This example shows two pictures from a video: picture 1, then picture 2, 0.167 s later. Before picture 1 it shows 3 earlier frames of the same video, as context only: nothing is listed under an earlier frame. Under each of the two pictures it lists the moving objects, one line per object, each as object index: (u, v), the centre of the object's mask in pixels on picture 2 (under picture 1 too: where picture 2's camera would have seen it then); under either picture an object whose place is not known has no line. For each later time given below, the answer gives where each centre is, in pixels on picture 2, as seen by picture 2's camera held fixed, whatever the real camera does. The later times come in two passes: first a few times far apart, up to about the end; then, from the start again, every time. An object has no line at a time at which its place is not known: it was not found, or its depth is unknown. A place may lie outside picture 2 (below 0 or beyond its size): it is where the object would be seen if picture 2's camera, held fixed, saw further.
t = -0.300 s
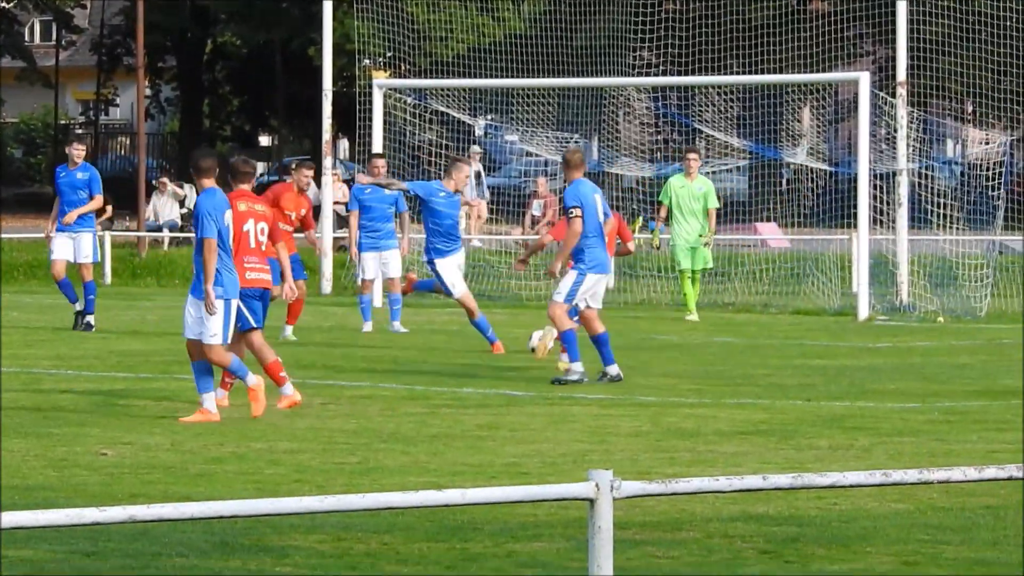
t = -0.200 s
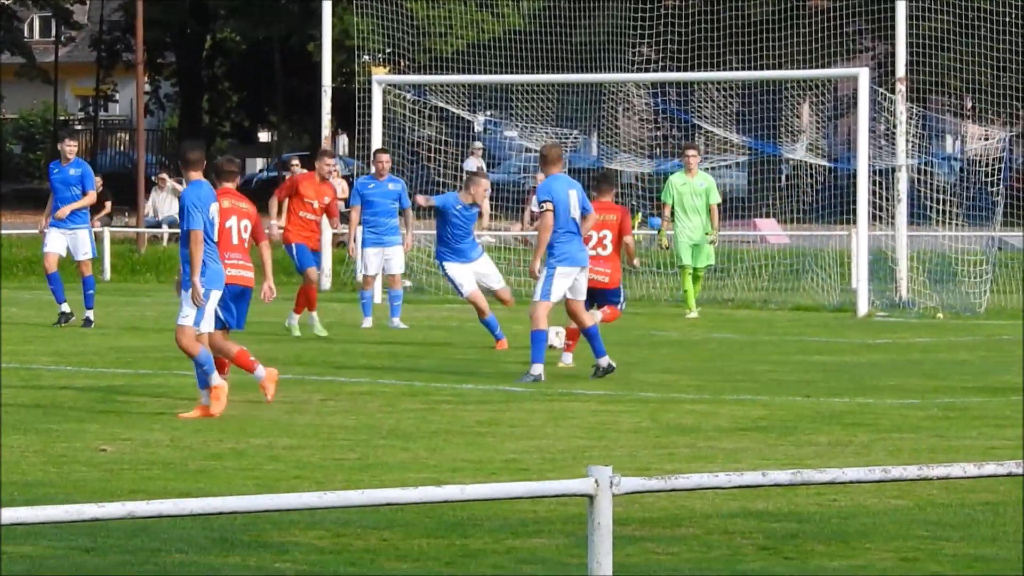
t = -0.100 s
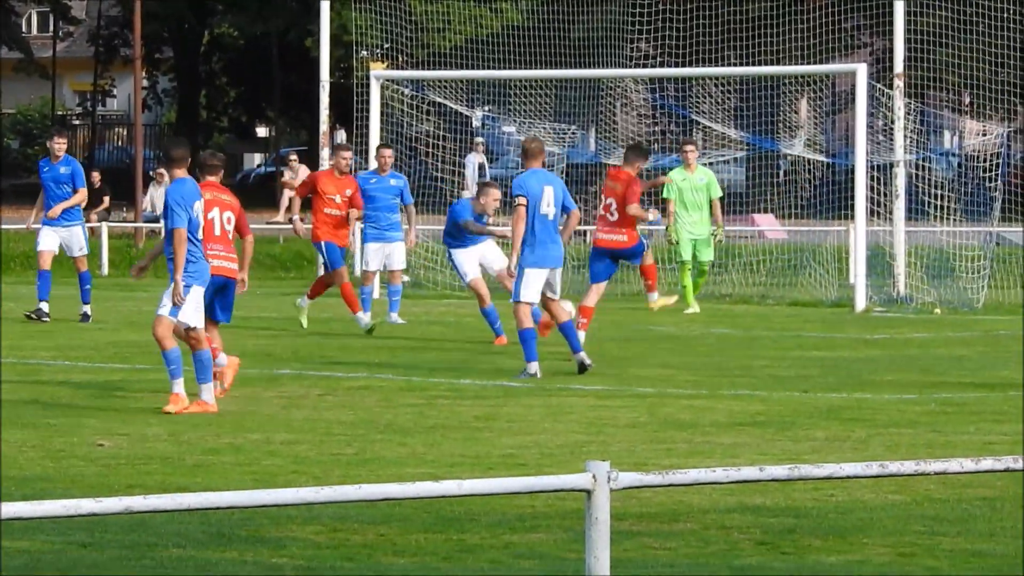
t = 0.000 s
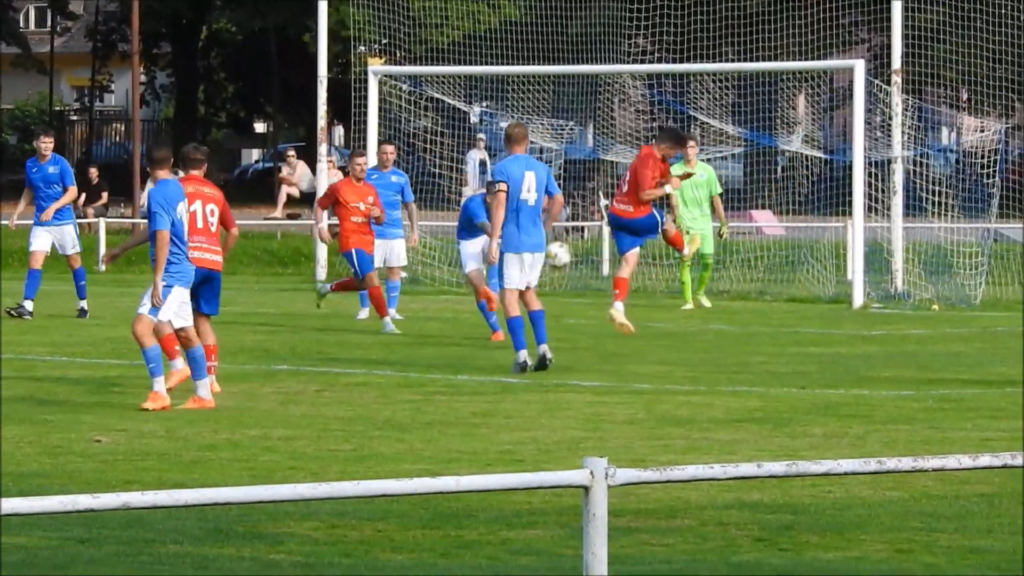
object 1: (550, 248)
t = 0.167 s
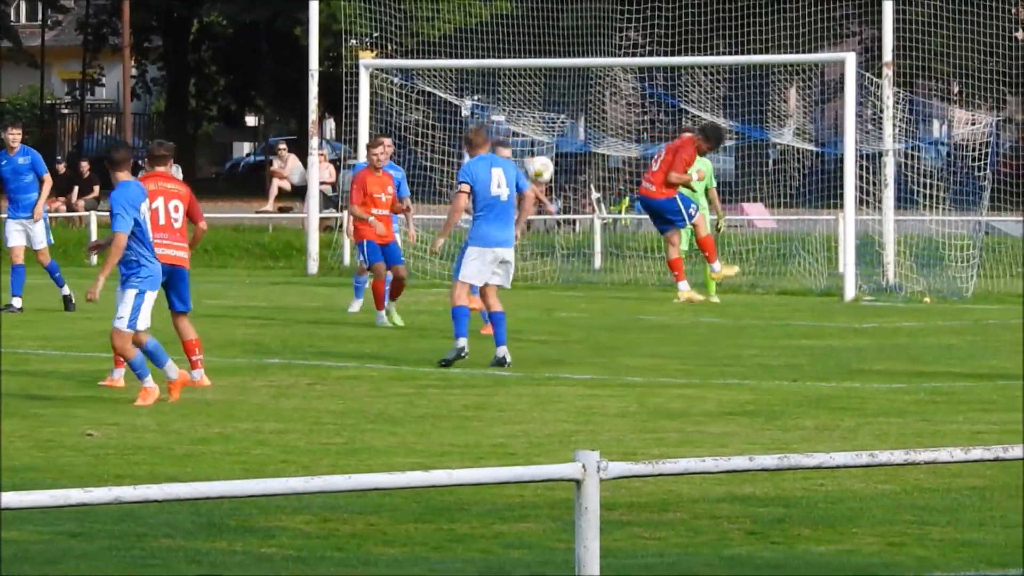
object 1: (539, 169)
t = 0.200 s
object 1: (537, 156)
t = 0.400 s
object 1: (510, 90)
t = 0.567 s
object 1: (479, 60)
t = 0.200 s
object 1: (537, 156)
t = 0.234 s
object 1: (534, 142)
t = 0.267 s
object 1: (531, 130)
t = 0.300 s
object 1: (526, 119)
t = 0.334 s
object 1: (521, 108)
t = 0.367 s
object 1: (516, 98)
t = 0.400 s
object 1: (510, 90)
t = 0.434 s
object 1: (505, 82)
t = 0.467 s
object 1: (499, 76)
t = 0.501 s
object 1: (493, 70)
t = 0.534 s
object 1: (486, 65)
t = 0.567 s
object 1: (479, 60)
